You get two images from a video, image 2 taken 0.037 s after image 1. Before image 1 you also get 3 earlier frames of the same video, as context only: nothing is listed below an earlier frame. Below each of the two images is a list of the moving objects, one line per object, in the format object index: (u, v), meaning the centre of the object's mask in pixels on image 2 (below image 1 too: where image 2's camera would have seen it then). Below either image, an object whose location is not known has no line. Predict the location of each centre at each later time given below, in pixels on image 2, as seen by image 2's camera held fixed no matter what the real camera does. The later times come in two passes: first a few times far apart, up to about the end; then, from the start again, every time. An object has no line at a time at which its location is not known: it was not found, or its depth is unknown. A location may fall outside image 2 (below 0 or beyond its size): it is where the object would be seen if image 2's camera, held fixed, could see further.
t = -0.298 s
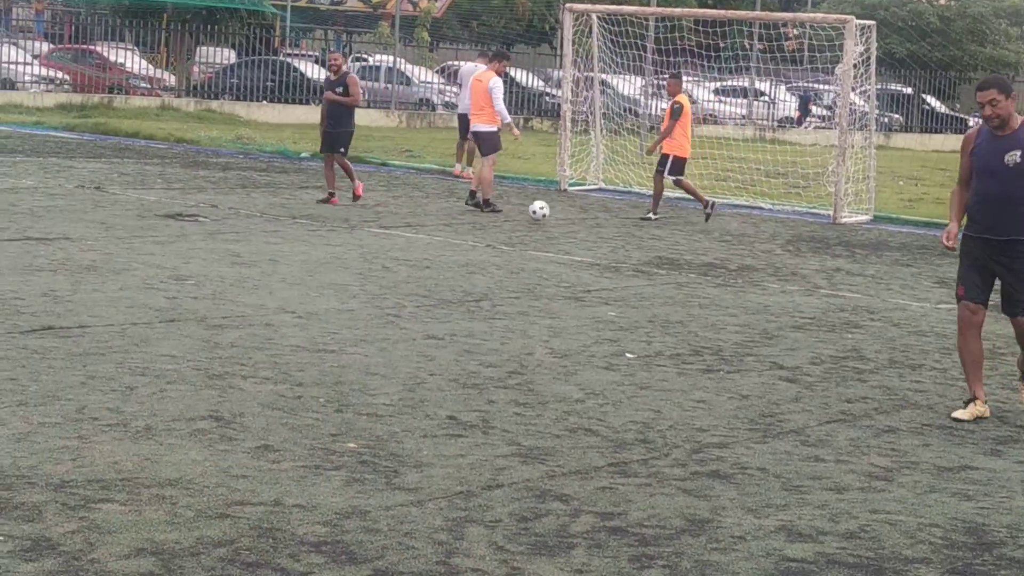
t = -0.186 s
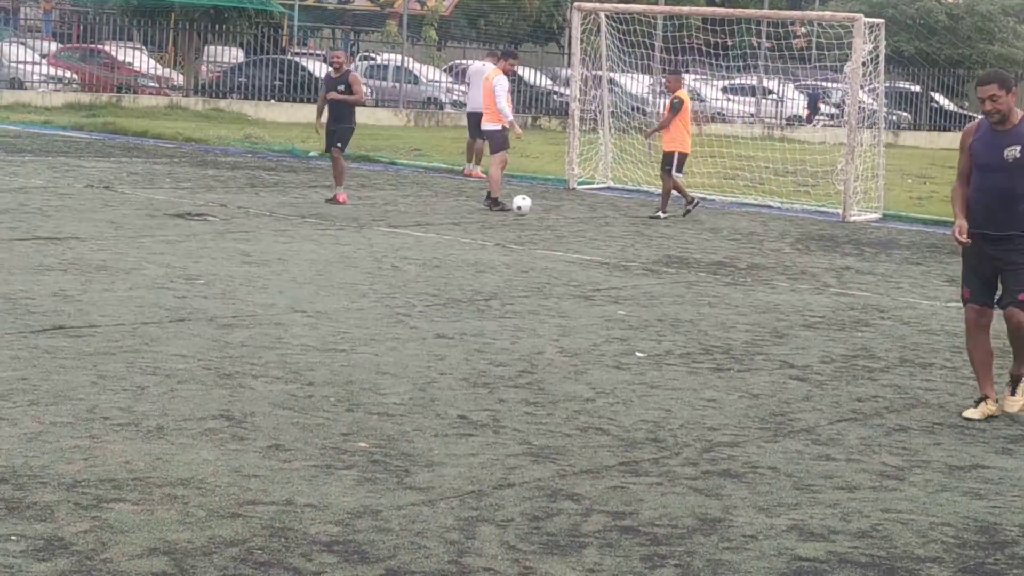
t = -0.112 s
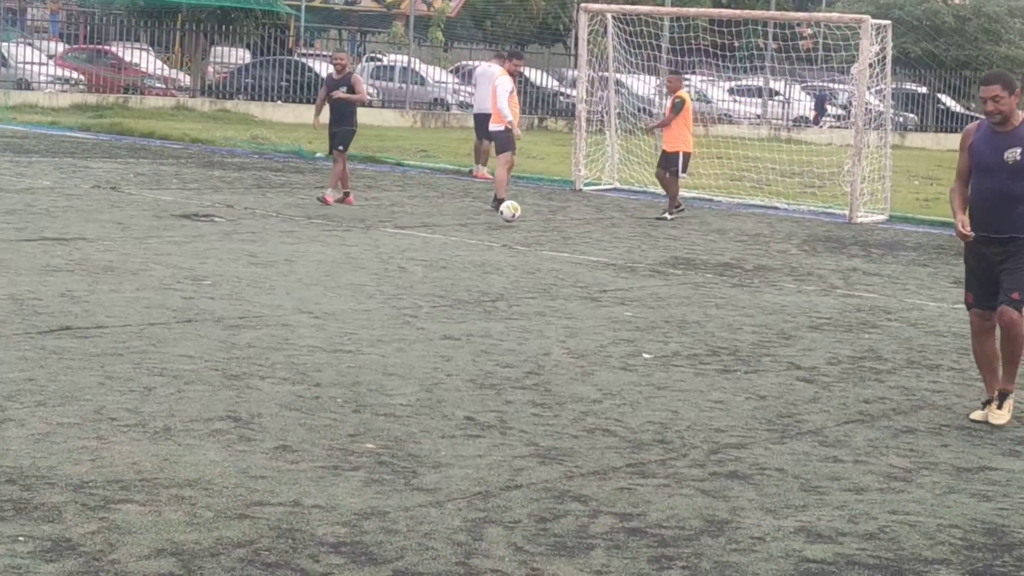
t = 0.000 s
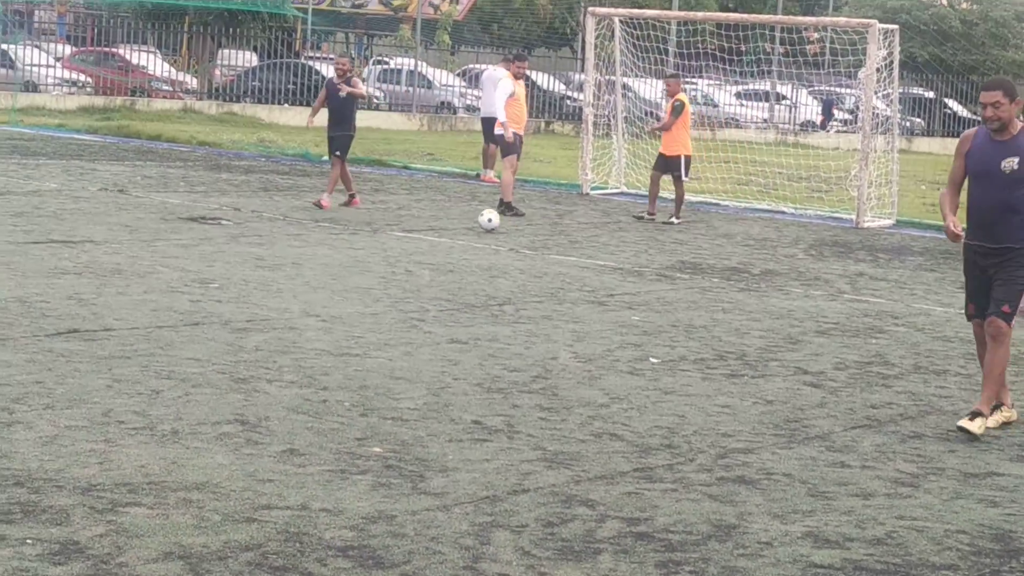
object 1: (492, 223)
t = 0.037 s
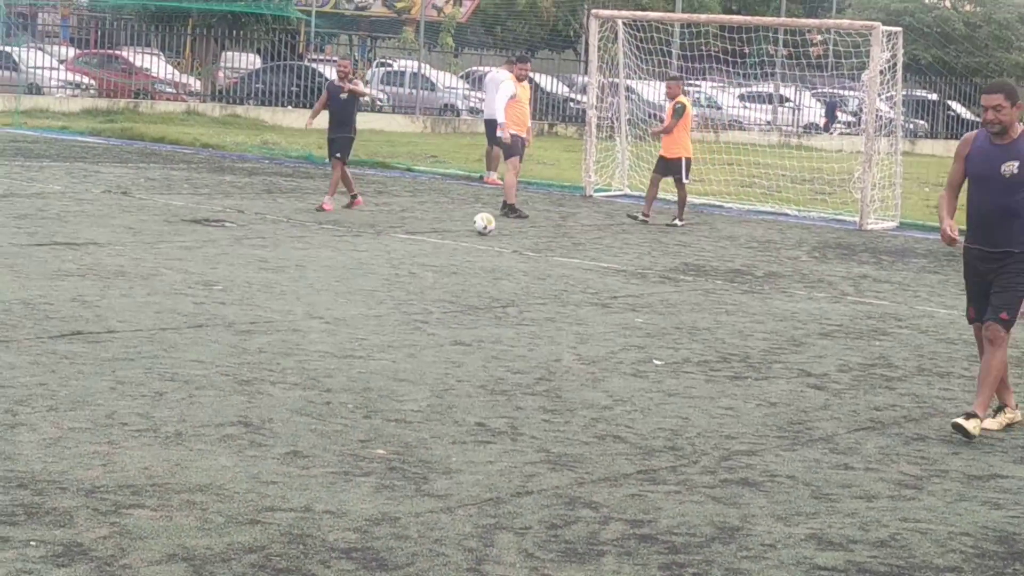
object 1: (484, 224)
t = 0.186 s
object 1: (449, 226)
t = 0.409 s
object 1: (393, 230)
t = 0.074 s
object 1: (475, 225)
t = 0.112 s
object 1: (466, 224)
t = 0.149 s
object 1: (457, 226)
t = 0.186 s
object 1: (449, 226)
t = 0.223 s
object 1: (440, 227)
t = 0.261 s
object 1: (430, 227)
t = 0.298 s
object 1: (421, 227)
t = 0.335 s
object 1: (412, 228)
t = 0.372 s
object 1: (403, 229)
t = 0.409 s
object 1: (393, 230)
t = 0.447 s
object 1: (384, 231)
